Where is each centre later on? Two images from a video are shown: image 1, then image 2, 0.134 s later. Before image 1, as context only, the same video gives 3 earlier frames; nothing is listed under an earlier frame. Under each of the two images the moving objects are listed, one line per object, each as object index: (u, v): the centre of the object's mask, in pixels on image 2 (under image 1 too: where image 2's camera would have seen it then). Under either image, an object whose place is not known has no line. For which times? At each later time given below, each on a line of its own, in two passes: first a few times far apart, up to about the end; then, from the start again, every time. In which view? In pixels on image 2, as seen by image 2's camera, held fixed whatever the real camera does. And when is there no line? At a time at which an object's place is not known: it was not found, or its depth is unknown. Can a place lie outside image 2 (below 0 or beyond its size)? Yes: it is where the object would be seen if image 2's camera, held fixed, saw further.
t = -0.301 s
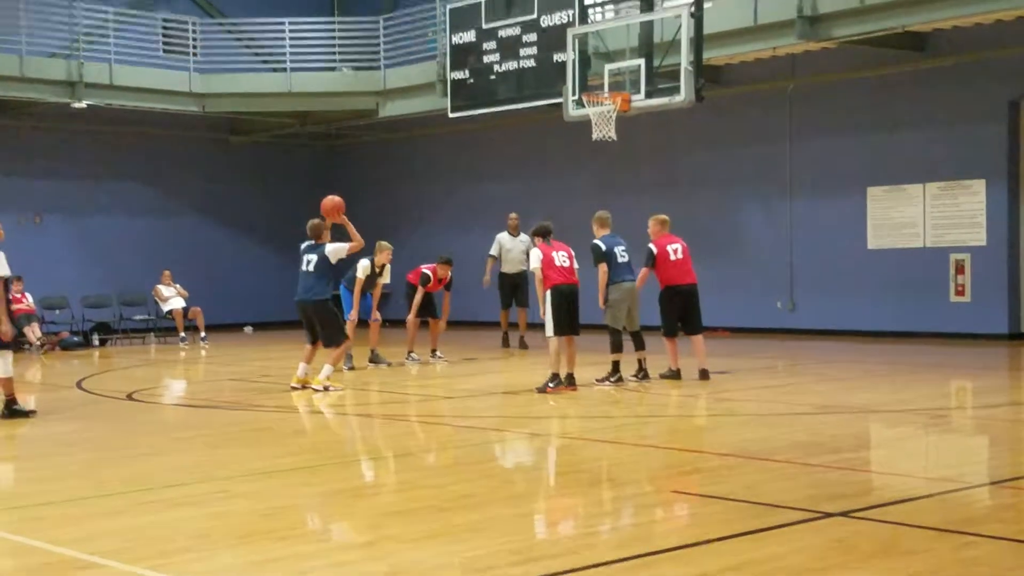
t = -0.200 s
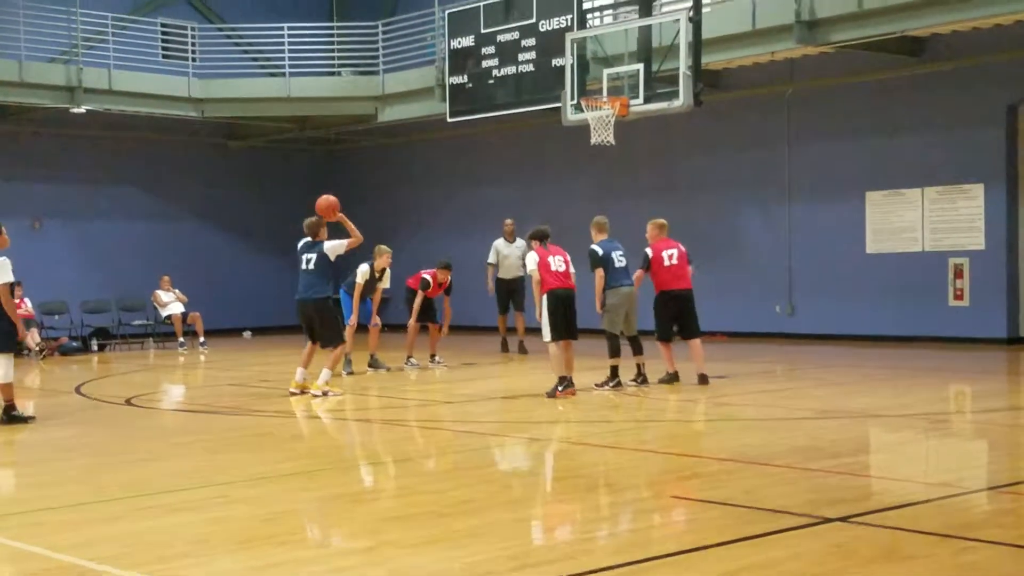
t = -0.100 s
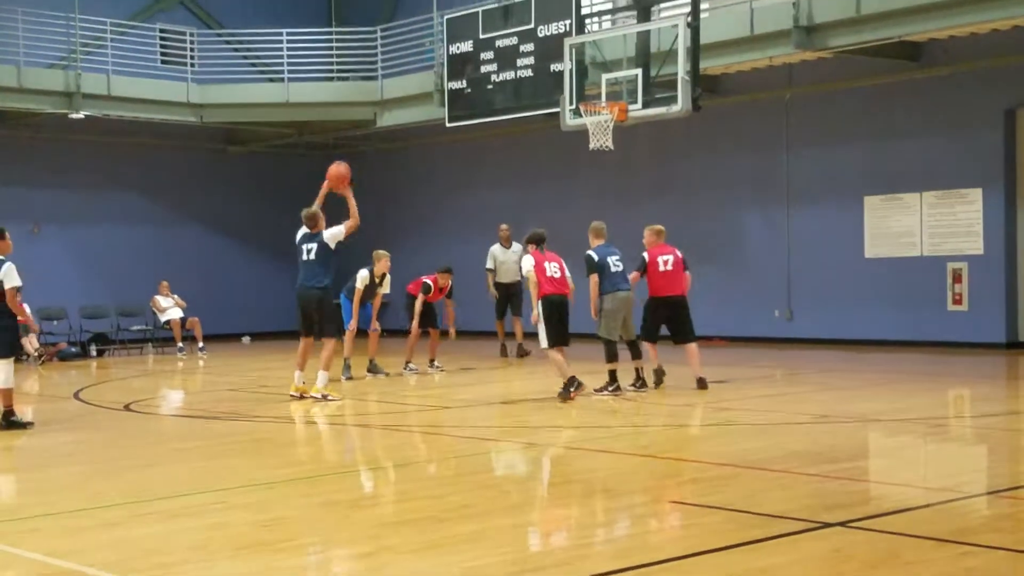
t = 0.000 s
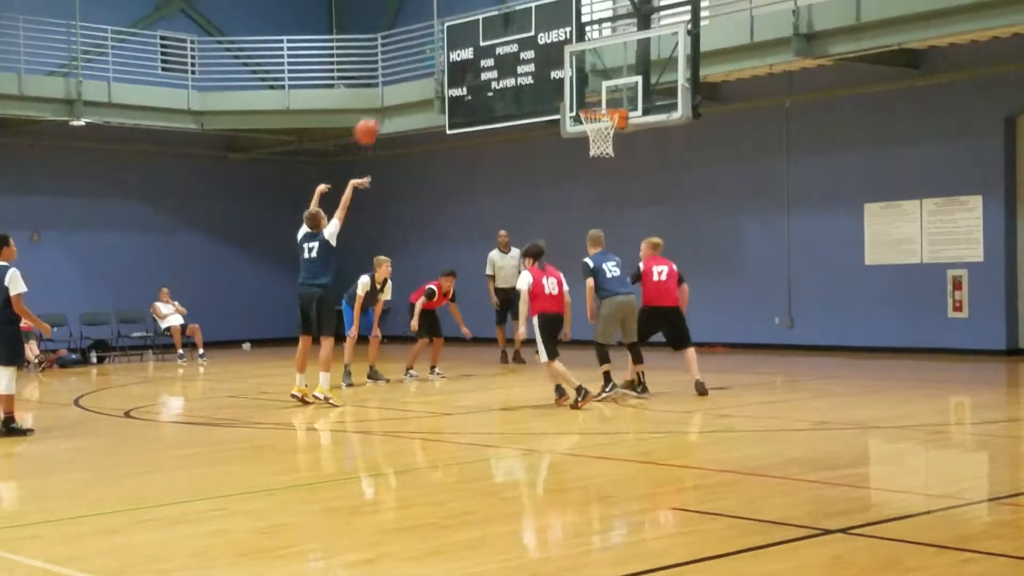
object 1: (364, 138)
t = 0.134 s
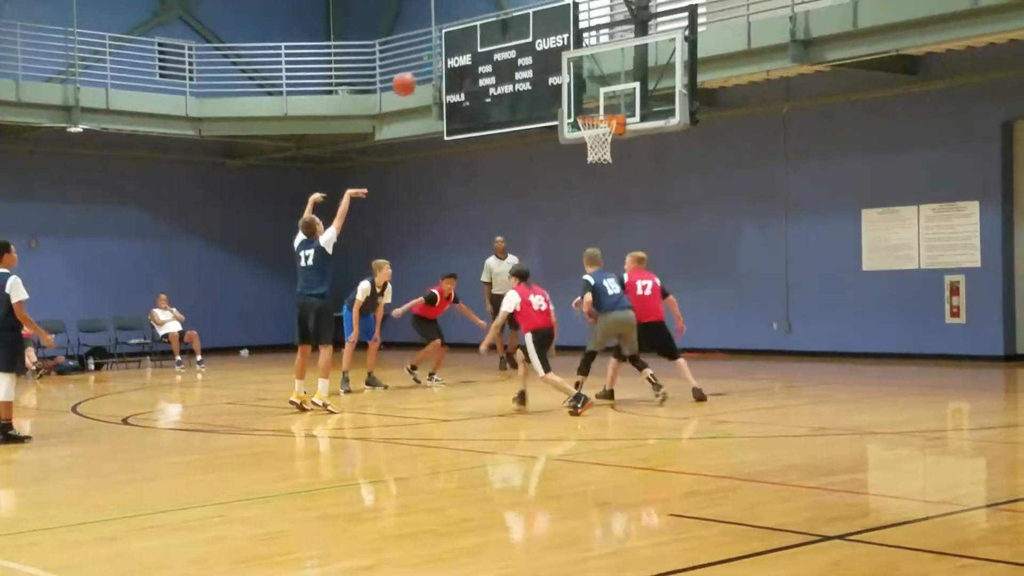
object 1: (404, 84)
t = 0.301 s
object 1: (450, 45)
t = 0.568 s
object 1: (519, 39)
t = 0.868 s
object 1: (588, 103)
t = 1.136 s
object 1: (601, 197)
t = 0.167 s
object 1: (414, 74)
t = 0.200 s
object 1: (423, 65)
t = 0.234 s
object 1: (432, 57)
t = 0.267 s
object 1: (441, 51)
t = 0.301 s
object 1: (450, 45)
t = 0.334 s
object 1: (458, 41)
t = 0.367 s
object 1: (466, 39)
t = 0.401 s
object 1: (476, 36)
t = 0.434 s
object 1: (485, 35)
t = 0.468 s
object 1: (493, 33)
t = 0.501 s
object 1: (502, 34)
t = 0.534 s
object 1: (510, 36)
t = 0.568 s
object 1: (519, 39)
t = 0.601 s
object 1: (526, 43)
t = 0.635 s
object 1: (535, 47)
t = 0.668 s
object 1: (543, 52)
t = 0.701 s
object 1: (551, 59)
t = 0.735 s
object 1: (558, 65)
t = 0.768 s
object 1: (566, 73)
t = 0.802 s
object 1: (575, 83)
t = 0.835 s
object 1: (581, 93)
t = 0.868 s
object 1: (588, 103)
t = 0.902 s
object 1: (595, 112)
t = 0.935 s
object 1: (602, 125)
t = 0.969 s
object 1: (601, 134)
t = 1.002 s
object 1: (600, 145)
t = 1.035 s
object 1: (601, 162)
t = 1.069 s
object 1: (601, 170)
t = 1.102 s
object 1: (600, 183)
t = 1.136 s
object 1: (601, 197)
